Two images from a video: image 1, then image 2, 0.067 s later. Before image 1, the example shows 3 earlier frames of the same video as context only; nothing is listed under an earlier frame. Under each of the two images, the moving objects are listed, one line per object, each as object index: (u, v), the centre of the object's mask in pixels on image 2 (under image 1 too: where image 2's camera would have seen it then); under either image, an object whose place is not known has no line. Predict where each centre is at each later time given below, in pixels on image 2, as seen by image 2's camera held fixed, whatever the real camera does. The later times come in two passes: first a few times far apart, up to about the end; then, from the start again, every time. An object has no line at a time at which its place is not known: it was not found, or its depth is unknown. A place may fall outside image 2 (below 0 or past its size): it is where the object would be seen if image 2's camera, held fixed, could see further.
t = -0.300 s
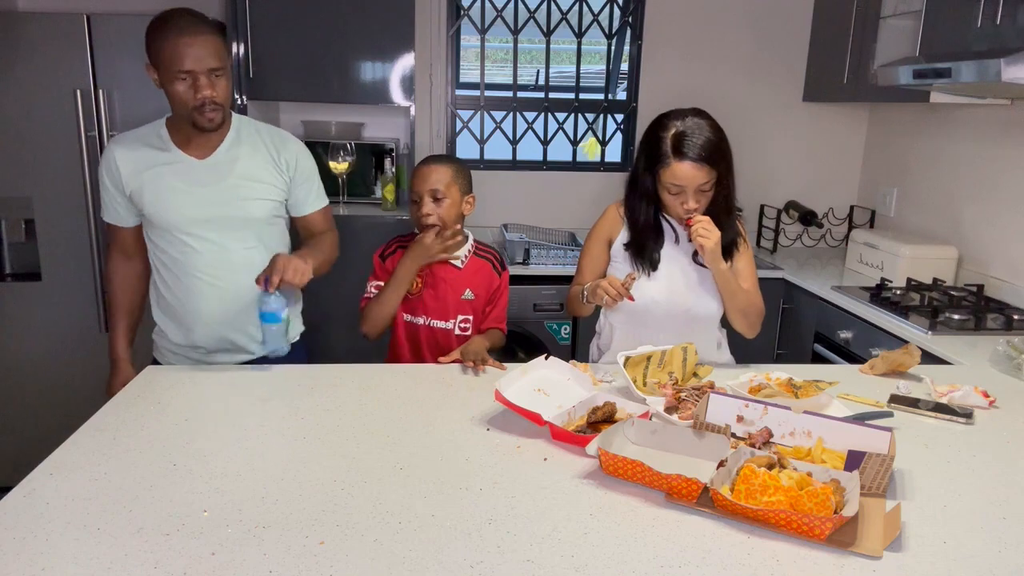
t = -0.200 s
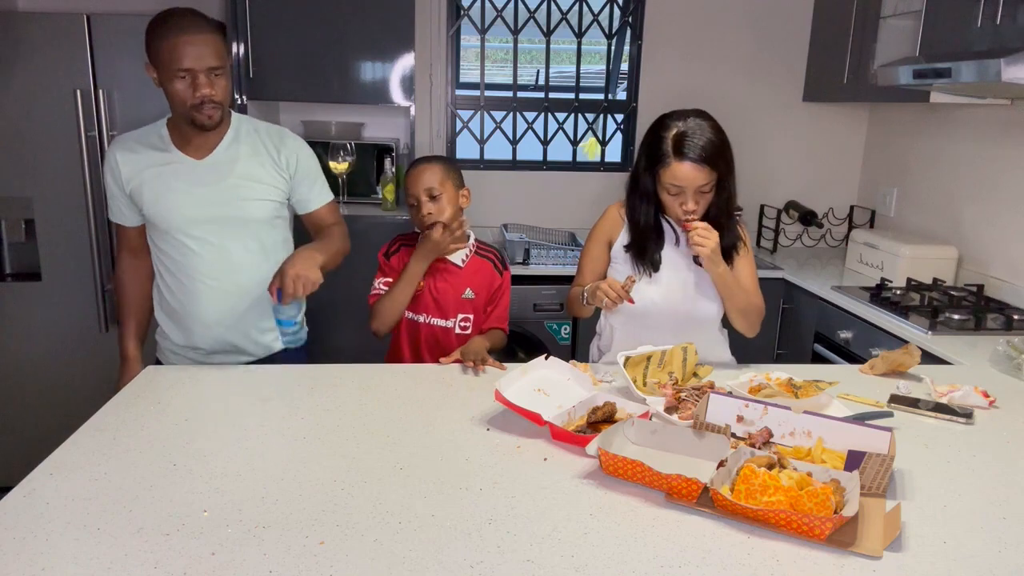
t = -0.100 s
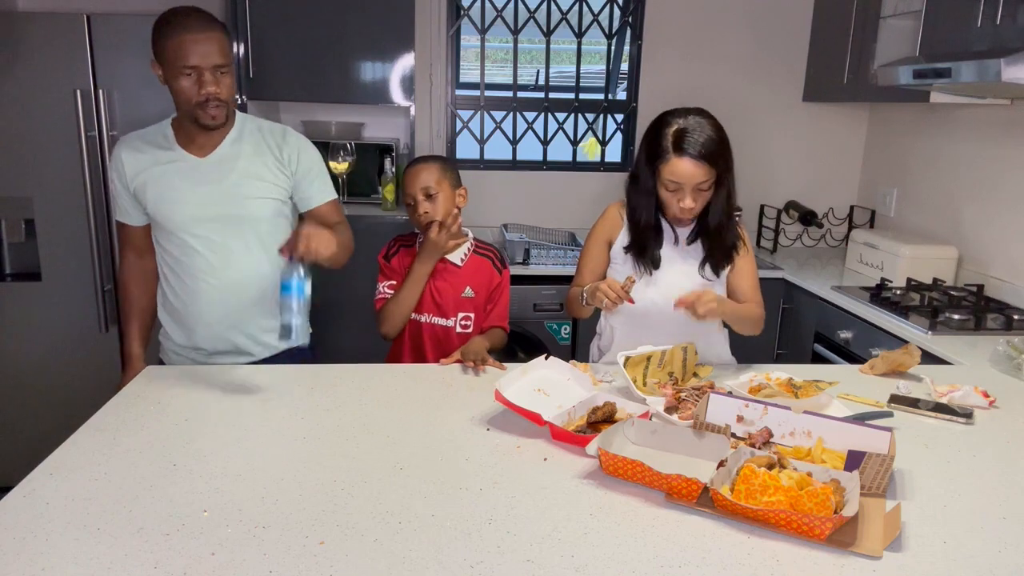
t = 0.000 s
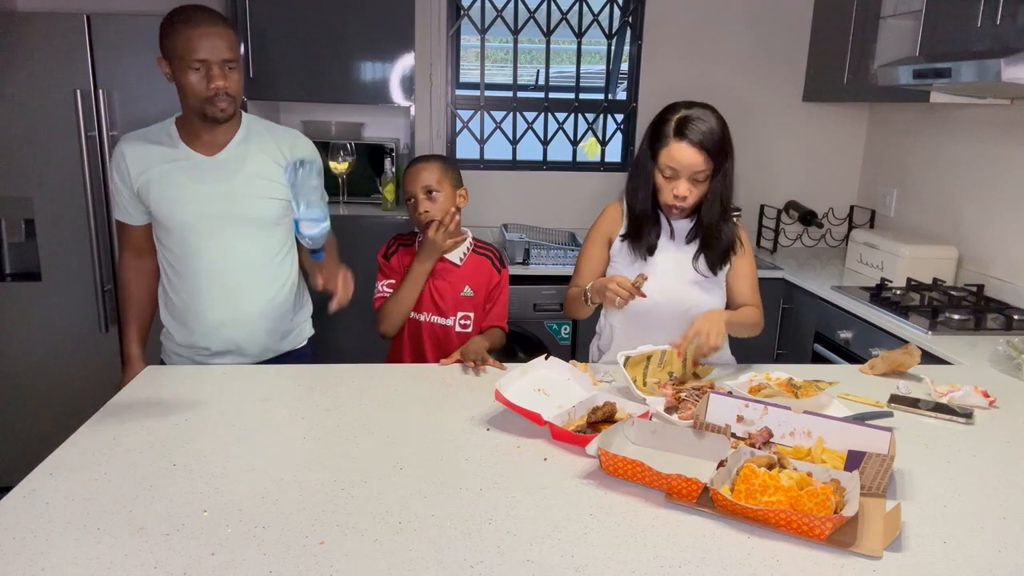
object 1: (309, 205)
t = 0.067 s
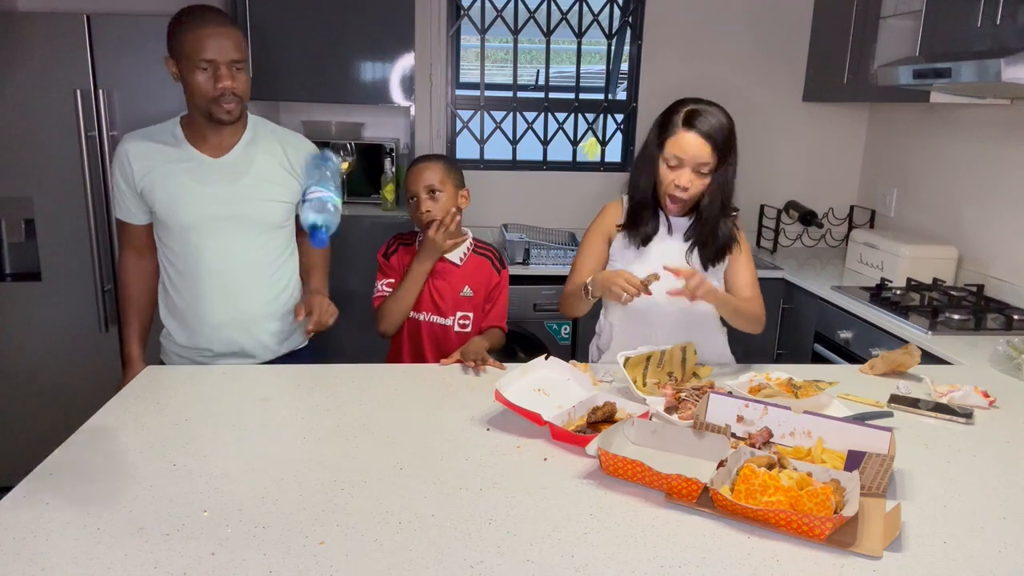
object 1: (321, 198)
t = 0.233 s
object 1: (357, 484)
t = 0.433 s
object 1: (384, 503)
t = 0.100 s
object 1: (331, 225)
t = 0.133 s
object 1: (341, 286)
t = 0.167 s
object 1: (348, 369)
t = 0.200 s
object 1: (357, 454)
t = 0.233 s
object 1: (357, 484)
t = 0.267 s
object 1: (361, 495)
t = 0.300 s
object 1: (366, 499)
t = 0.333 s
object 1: (372, 500)
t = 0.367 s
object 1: (377, 501)
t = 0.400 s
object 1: (382, 503)
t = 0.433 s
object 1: (384, 503)
